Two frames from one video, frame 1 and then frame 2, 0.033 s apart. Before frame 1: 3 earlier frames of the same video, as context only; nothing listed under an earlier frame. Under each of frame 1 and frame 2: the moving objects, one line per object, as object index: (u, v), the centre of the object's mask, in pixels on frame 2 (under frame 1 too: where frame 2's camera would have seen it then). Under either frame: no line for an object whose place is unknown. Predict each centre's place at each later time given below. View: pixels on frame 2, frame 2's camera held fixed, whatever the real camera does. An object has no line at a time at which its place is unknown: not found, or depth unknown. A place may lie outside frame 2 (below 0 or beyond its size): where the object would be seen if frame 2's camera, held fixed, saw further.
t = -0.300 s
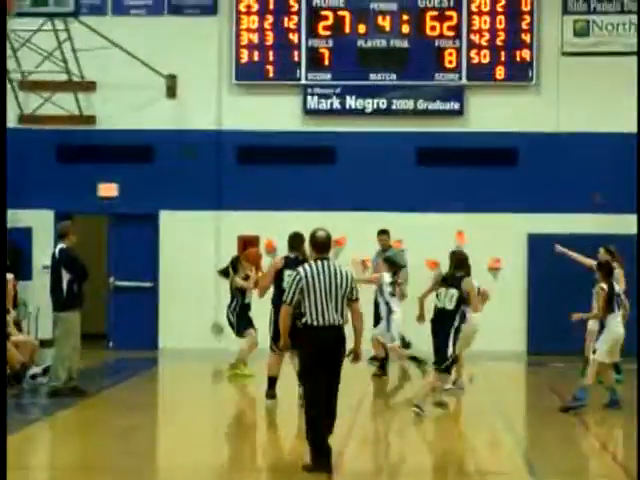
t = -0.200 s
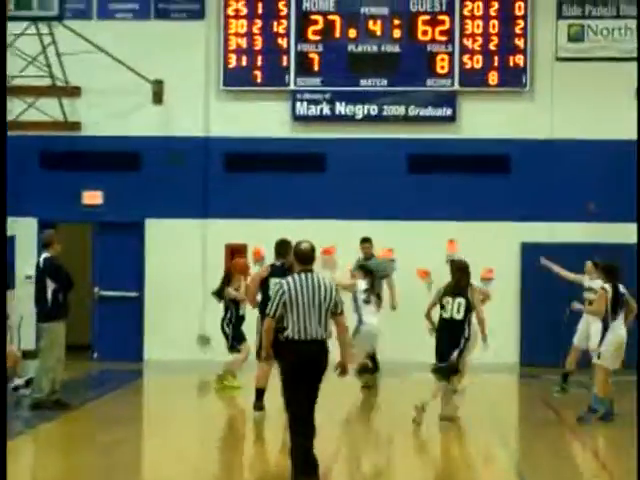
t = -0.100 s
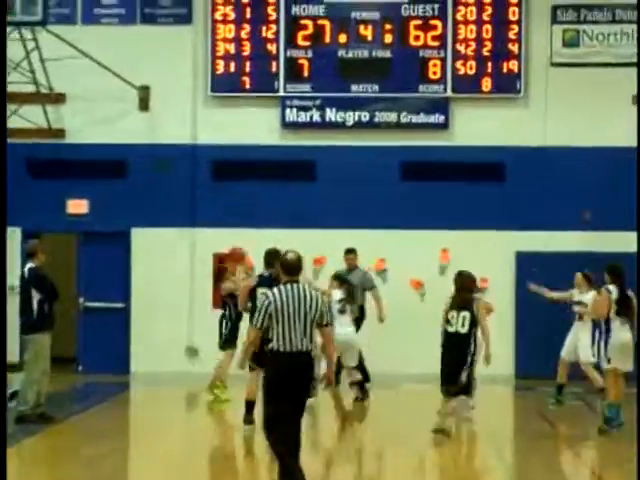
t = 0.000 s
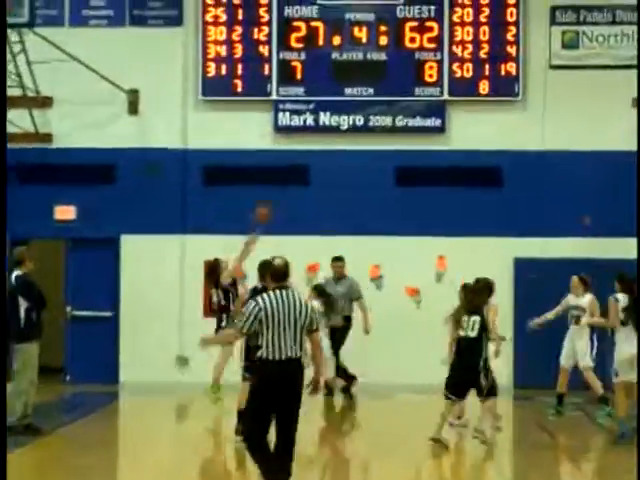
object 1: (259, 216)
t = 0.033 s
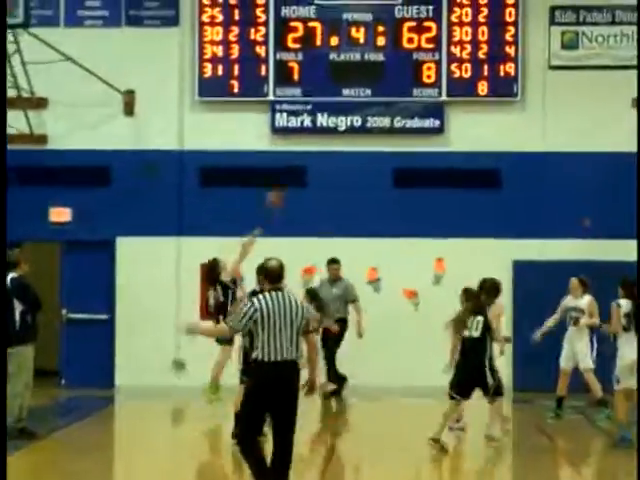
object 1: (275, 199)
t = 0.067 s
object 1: (289, 183)
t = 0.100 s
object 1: (303, 169)
